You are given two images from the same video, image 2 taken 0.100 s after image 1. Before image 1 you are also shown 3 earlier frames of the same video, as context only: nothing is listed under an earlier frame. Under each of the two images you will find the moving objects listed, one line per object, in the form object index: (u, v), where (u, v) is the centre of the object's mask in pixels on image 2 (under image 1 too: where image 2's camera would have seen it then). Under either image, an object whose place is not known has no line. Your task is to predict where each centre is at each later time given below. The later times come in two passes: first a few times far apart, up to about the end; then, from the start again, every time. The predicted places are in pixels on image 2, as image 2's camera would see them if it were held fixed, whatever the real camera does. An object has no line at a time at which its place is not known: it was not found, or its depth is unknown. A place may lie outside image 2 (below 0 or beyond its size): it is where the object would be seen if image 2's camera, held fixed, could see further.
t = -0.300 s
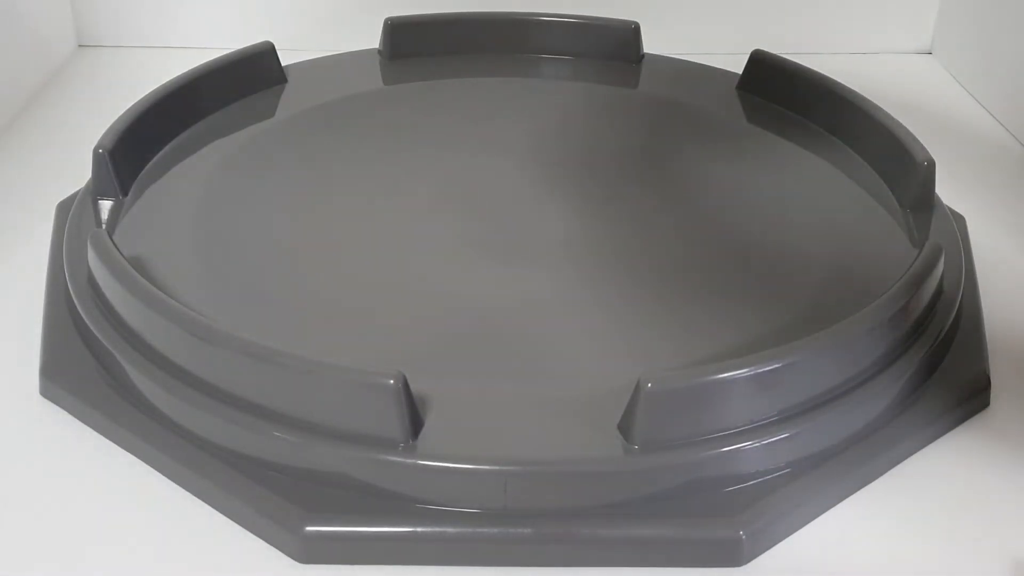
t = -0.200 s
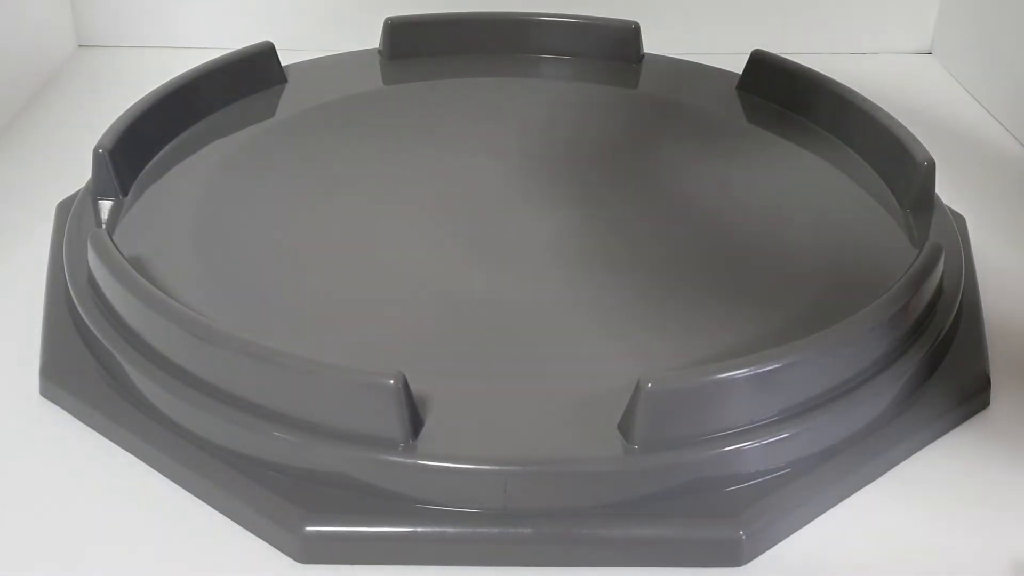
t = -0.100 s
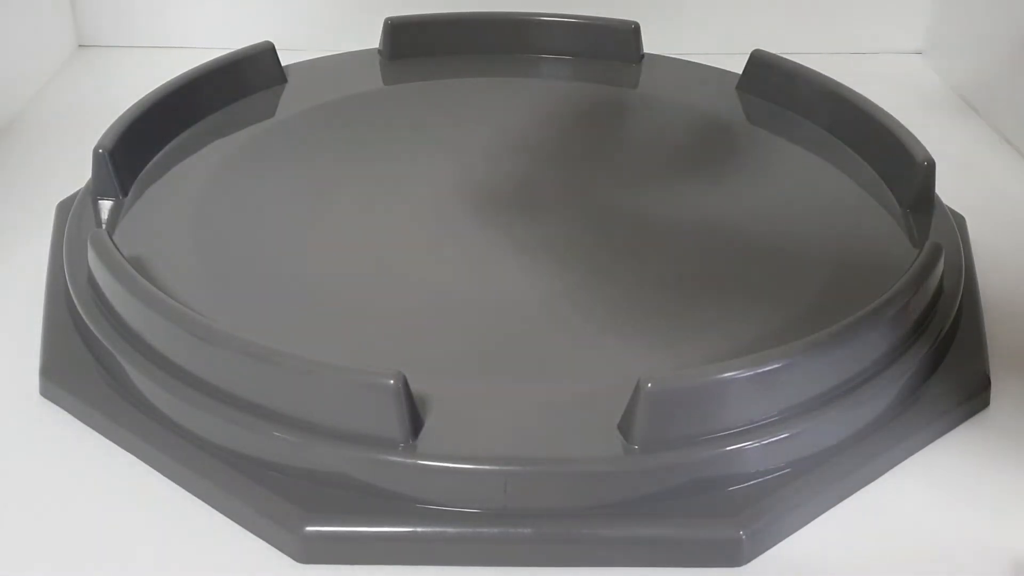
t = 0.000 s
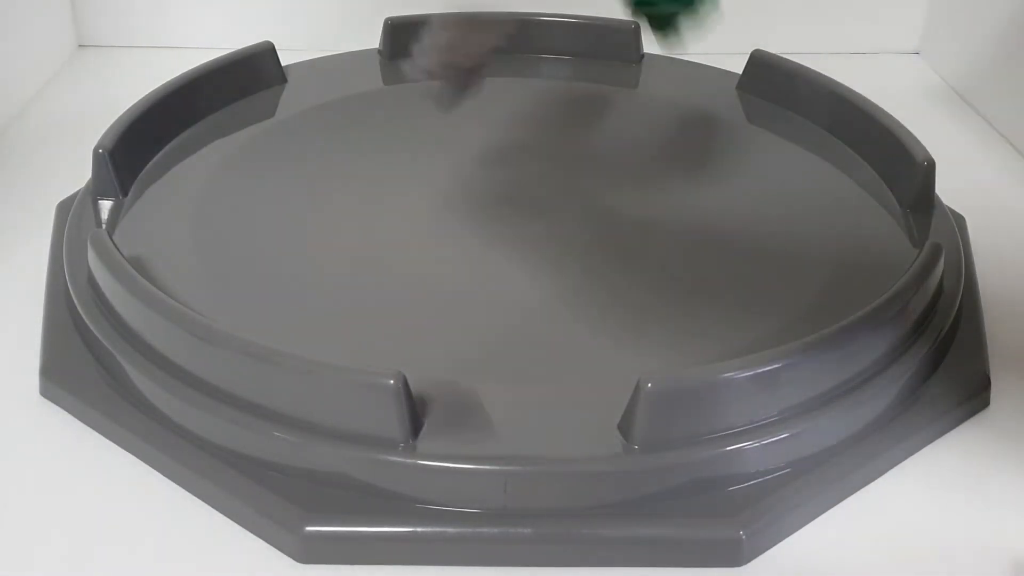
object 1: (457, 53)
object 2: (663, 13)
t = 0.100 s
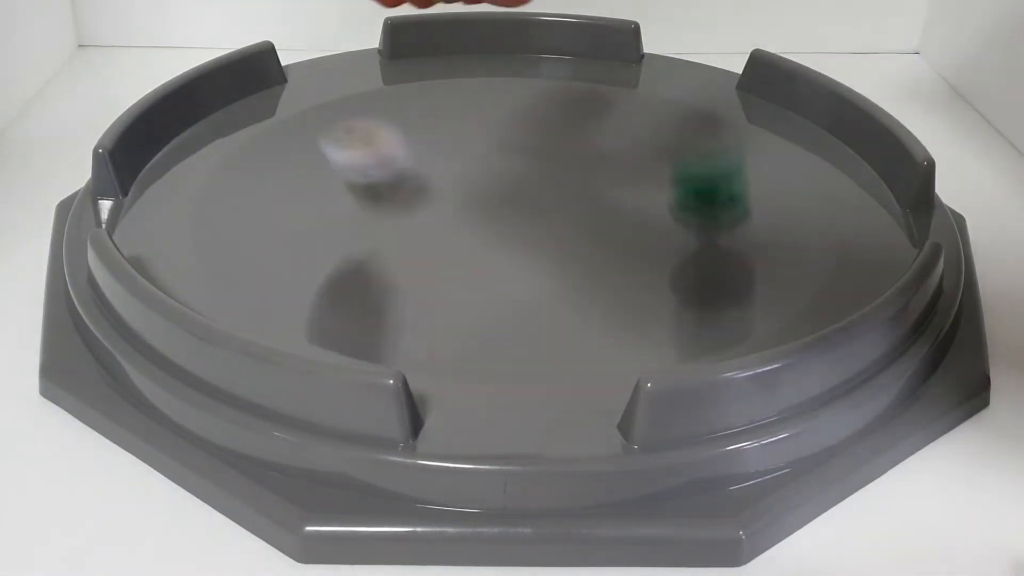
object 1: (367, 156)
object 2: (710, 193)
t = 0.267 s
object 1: (268, 152)
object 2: (705, 170)
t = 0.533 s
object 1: (294, 139)
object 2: (588, 142)
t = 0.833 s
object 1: (368, 123)
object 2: (435, 156)
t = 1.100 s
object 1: (415, 135)
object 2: (334, 200)
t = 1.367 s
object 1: (449, 151)
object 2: (340, 269)
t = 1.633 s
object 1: (488, 166)
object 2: (492, 303)
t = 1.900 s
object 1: (539, 187)
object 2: (634, 263)
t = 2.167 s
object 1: (570, 202)
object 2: (653, 196)
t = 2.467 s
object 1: (559, 215)
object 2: (596, 133)
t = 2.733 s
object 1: (554, 218)
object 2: (488, 117)
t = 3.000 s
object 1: (543, 218)
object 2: (395, 152)
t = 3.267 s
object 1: (525, 216)
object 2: (375, 215)
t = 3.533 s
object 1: (509, 207)
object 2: (438, 275)
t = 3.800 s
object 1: (499, 200)
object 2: (579, 300)
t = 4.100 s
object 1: (497, 197)
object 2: (694, 255)
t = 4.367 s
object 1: (498, 195)
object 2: (654, 199)
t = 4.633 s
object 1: (503, 197)
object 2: (557, 163)
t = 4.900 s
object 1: (509, 201)
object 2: (449, 149)
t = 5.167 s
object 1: (518, 204)
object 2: (352, 159)
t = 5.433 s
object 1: (522, 206)
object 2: (326, 206)
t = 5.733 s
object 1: (524, 206)
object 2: (433, 257)
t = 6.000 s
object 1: (521, 205)
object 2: (571, 261)
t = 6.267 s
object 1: (518, 203)
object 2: (669, 228)
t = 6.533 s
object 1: (513, 201)
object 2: (680, 182)
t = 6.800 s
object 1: (508, 201)
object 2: (595, 157)
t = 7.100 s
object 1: (507, 204)
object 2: (478, 163)
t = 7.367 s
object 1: (510, 205)
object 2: (394, 195)
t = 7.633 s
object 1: (511, 206)
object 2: (356, 236)
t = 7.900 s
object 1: (515, 206)
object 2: (417, 276)
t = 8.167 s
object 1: (520, 205)
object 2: (537, 270)
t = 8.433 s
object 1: (522, 202)
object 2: (603, 229)
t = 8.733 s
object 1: (519, 200)
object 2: (615, 179)
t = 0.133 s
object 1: (348, 128)
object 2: (713, 190)
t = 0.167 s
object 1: (324, 111)
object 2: (714, 163)
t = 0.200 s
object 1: (302, 111)
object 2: (713, 153)
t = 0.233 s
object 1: (284, 124)
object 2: (710, 156)
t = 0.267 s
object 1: (268, 152)
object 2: (705, 170)
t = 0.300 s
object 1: (263, 147)
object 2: (695, 160)
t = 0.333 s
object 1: (261, 139)
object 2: (685, 158)
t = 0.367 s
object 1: (263, 145)
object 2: (672, 155)
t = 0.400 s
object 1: (266, 147)
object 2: (657, 151)
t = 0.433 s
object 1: (273, 146)
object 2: (643, 149)
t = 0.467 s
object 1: (279, 144)
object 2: (625, 146)
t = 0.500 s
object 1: (286, 142)
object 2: (606, 144)
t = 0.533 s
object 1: (294, 139)
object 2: (588, 142)
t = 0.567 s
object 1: (301, 135)
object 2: (569, 141)
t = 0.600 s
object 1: (309, 132)
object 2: (551, 141)
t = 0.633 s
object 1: (316, 128)
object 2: (534, 142)
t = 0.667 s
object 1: (324, 127)
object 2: (516, 143)
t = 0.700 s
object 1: (333, 125)
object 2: (499, 144)
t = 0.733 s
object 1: (342, 124)
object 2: (482, 146)
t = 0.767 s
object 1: (351, 123)
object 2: (466, 149)
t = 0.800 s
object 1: (362, 124)
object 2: (449, 152)
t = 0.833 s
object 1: (368, 123)
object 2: (435, 156)
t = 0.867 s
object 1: (377, 122)
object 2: (418, 160)
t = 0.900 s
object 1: (385, 122)
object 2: (402, 166)
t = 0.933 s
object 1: (392, 124)
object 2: (389, 170)
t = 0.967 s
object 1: (396, 126)
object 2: (377, 174)
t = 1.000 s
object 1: (401, 131)
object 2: (362, 180)
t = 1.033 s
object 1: (405, 132)
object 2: (353, 186)
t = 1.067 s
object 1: (409, 133)
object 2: (343, 193)
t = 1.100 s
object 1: (415, 135)
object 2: (334, 200)
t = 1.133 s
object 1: (419, 137)
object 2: (328, 207)
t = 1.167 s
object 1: (424, 139)
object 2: (323, 216)
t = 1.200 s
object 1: (428, 141)
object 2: (320, 224)
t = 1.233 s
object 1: (432, 143)
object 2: (319, 233)
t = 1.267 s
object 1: (437, 145)
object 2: (320, 241)
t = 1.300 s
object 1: (441, 147)
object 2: (324, 251)
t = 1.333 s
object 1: (445, 148)
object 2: (330, 259)
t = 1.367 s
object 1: (449, 151)
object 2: (340, 269)
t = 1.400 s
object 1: (454, 153)
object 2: (351, 276)
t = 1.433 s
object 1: (458, 154)
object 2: (366, 284)
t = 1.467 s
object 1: (464, 157)
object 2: (384, 290)
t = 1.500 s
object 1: (468, 159)
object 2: (402, 296)
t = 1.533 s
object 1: (473, 160)
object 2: (424, 299)
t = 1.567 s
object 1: (478, 163)
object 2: (447, 302)
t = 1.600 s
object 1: (483, 165)
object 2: (468, 303)
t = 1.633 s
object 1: (488, 166)
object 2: (492, 303)
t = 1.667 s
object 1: (494, 169)
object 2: (515, 302)
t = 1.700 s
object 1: (501, 172)
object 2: (536, 299)
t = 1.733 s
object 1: (508, 173)
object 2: (556, 296)
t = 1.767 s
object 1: (514, 177)
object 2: (576, 291)
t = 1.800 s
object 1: (522, 180)
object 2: (594, 285)
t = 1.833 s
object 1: (528, 182)
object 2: (609, 278)
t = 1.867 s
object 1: (534, 185)
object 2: (623, 271)
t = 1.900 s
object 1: (539, 187)
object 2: (634, 263)
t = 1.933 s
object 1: (545, 190)
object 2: (642, 255)
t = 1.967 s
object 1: (550, 192)
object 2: (648, 246)
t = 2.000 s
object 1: (554, 194)
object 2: (653, 238)
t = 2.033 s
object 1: (557, 195)
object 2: (655, 230)
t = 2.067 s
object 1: (561, 198)
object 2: (657, 221)
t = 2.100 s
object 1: (565, 199)
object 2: (657, 212)
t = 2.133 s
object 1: (567, 201)
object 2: (655, 204)
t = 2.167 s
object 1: (570, 202)
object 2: (653, 196)
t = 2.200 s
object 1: (567, 204)
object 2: (653, 187)
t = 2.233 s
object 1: (564, 206)
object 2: (651, 179)
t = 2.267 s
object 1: (562, 208)
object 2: (648, 171)
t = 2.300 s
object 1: (561, 209)
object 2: (642, 164)
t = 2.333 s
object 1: (562, 211)
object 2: (636, 157)
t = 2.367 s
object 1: (561, 212)
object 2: (628, 150)
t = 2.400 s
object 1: (560, 213)
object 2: (618, 143)
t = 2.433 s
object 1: (559, 214)
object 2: (607, 138)
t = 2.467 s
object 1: (559, 215)
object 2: (596, 133)
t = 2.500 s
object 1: (559, 216)
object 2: (584, 128)
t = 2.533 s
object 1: (558, 217)
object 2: (572, 124)
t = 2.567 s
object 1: (558, 217)
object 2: (559, 121)
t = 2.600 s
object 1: (557, 217)
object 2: (545, 119)
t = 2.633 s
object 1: (556, 218)
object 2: (530, 117)
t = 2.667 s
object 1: (557, 219)
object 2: (517, 116)
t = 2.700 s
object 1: (556, 218)
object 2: (502, 116)
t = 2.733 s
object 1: (554, 218)
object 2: (488, 117)
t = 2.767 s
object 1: (552, 217)
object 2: (473, 119)
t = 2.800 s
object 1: (550, 217)
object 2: (459, 121)
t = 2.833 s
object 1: (550, 218)
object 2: (446, 125)
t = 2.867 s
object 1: (549, 219)
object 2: (434, 129)
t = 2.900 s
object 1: (548, 219)
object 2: (422, 134)
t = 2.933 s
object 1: (546, 218)
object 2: (411, 140)
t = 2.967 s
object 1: (545, 218)
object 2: (403, 146)
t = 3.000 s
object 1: (543, 218)
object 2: (395, 152)
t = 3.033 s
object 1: (542, 218)
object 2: (388, 160)
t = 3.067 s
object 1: (540, 219)
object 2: (383, 167)
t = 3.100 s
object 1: (538, 218)
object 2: (378, 175)
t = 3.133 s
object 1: (536, 218)
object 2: (375, 183)
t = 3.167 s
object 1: (533, 218)
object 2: (373, 191)
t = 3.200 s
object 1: (531, 217)
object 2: (372, 199)
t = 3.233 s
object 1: (528, 216)
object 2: (373, 207)
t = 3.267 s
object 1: (525, 216)
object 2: (375, 215)
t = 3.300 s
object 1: (523, 214)
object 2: (379, 223)
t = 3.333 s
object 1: (521, 214)
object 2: (384, 232)
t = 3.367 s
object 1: (518, 213)
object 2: (390, 239)
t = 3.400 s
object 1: (516, 212)
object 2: (398, 247)
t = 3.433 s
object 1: (514, 210)
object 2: (407, 255)
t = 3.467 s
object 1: (512, 208)
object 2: (417, 262)
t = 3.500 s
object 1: (510, 208)
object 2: (427, 268)
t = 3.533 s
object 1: (509, 207)
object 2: (438, 275)
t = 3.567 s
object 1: (507, 206)
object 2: (453, 281)
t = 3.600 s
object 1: (506, 205)
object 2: (468, 286)
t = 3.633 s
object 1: (504, 204)
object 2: (484, 291)
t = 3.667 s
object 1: (504, 204)
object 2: (503, 295)
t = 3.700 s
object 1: (502, 203)
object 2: (521, 297)
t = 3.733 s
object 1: (501, 202)
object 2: (539, 299)
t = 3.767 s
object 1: (502, 202)
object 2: (559, 300)
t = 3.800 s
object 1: (499, 200)
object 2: (579, 300)
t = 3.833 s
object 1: (500, 200)
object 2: (597, 299)
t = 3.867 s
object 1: (499, 199)
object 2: (613, 296)
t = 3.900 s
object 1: (498, 198)
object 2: (631, 293)
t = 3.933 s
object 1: (498, 198)
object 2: (647, 289)
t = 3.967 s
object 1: (498, 197)
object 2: (662, 284)
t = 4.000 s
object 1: (497, 197)
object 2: (673, 278)
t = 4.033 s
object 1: (497, 197)
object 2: (682, 271)
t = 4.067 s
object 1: (497, 197)
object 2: (690, 263)
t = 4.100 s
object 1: (497, 197)
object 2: (694, 255)
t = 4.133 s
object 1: (497, 197)
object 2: (695, 248)
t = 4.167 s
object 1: (497, 197)
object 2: (695, 240)
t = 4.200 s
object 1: (497, 196)
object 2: (692, 233)
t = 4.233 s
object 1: (498, 196)
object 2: (687, 225)
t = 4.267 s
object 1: (498, 196)
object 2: (681, 219)
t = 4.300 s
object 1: (498, 196)
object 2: (673, 212)
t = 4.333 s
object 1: (498, 196)
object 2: (664, 205)
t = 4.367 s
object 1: (498, 195)
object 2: (654, 199)
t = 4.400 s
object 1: (499, 195)
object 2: (644, 194)
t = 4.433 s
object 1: (499, 195)
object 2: (632, 188)
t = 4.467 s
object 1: (500, 195)
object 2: (620, 183)
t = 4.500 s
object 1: (501, 196)
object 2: (608, 178)
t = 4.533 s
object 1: (501, 195)
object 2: (595, 174)
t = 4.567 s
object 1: (501, 195)
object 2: (584, 170)
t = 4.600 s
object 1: (502, 195)
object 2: (570, 167)
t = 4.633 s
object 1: (503, 197)
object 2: (557, 163)
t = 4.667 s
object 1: (503, 198)
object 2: (544, 158)
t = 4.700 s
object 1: (505, 199)
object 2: (530, 154)
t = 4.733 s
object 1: (507, 200)
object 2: (515, 151)
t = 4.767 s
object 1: (506, 200)
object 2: (502, 149)
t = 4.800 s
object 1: (506, 201)
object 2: (489, 149)
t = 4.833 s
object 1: (507, 200)
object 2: (475, 150)
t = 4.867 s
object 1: (507, 201)
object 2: (463, 149)
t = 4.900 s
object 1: (509, 201)
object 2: (449, 149)
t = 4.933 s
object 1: (511, 202)
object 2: (435, 148)
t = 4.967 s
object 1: (511, 202)
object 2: (423, 148)
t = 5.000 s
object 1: (512, 203)
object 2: (410, 148)
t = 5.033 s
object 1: (513, 203)
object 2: (397, 149)
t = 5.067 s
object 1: (515, 203)
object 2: (385, 151)
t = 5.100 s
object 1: (516, 204)
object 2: (373, 153)
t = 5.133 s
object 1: (517, 204)
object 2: (362, 156)
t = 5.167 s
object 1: (518, 204)
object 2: (352, 159)
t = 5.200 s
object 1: (519, 204)
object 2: (342, 163)
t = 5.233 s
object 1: (520, 205)
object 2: (334, 168)
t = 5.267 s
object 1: (520, 205)
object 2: (328, 173)
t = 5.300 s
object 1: (521, 205)
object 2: (324, 179)
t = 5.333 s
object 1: (521, 206)
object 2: (322, 186)
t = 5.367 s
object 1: (522, 206)
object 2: (321, 192)
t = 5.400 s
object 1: (522, 206)
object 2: (323, 199)
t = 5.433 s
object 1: (522, 206)
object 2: (326, 206)
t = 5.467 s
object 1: (523, 207)
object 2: (332, 213)
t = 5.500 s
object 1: (524, 207)
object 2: (341, 220)
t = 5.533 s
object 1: (524, 207)
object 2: (350, 227)
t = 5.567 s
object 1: (524, 207)
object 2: (361, 233)
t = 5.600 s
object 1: (524, 207)
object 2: (374, 238)
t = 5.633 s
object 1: (524, 207)
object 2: (387, 244)
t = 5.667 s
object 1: (524, 206)
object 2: (400, 248)
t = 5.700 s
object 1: (524, 207)
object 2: (416, 253)
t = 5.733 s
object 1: (524, 206)
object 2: (433, 257)
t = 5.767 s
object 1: (524, 206)
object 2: (451, 260)
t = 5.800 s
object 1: (523, 206)
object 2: (469, 263)
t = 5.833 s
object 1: (523, 206)
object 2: (487, 264)
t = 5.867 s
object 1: (523, 205)
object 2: (503, 265)
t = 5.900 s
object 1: (522, 205)
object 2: (520, 265)
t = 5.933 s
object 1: (524, 206)
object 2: (537, 264)
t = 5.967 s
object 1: (521, 205)
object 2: (553, 263)
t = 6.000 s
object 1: (521, 205)
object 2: (571, 261)
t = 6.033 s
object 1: (520, 205)
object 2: (586, 258)
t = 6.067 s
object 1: (520, 204)
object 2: (600, 255)
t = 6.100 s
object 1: (520, 204)
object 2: (614, 253)
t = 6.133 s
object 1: (520, 204)
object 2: (627, 248)
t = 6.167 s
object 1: (519, 204)
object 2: (638, 244)
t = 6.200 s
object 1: (519, 203)
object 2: (650, 239)
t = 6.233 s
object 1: (519, 203)
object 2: (660, 234)
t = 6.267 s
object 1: (518, 203)
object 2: (669, 228)
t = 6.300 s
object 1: (517, 203)
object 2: (676, 223)
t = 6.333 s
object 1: (517, 202)
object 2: (682, 217)
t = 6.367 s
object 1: (516, 202)
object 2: (686, 211)
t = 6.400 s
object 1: (516, 202)
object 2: (688, 206)
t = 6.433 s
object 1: (515, 202)
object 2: (689, 199)
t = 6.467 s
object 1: (514, 202)
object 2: (688, 193)
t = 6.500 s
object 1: (513, 201)
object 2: (685, 188)
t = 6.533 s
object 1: (513, 201)
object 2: (680, 182)
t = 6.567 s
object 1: (512, 201)
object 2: (674, 177)
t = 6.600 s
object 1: (511, 201)
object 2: (666, 172)
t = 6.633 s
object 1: (511, 201)
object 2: (656, 168)
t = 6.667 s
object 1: (510, 201)
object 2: (646, 165)
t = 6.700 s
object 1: (510, 201)
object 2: (634, 162)
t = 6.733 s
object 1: (509, 201)
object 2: (621, 160)
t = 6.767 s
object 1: (509, 201)
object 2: (608, 158)
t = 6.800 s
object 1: (508, 201)
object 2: (595, 157)
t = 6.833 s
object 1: (507, 202)
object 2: (582, 157)
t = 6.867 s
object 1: (508, 202)
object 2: (570, 157)
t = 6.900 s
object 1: (509, 203)
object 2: (557, 157)
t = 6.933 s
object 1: (509, 204)
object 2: (544, 156)
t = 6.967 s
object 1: (509, 205)
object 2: (531, 156)
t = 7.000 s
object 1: (509, 205)
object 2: (518, 157)
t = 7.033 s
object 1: (508, 205)
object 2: (504, 159)
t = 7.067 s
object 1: (507, 204)
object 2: (491, 161)
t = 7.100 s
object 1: (507, 204)
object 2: (478, 163)
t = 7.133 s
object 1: (508, 204)
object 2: (465, 168)
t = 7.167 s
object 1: (508, 204)
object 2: (454, 173)
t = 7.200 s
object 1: (509, 204)
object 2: (444, 176)
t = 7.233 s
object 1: (509, 204)
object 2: (434, 180)
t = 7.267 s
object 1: (509, 205)
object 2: (424, 183)
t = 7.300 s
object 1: (509, 205)
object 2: (414, 187)
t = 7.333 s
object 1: (509, 205)
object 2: (403, 191)
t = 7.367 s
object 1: (510, 205)
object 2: (394, 195)
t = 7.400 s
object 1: (509, 205)
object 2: (385, 199)
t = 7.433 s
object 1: (509, 205)
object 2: (376, 204)
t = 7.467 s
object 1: (510, 205)
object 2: (370, 208)
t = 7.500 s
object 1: (510, 205)
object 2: (364, 213)
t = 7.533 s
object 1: (510, 206)
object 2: (361, 219)
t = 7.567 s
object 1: (510, 206)
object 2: (358, 224)
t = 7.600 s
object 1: (510, 206)
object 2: (357, 230)
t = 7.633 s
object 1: (511, 206)
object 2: (356, 236)
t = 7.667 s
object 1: (512, 206)
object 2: (357, 242)
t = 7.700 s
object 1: (512, 206)
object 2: (360, 248)
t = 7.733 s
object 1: (512, 206)
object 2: (365, 254)
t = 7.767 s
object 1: (513, 206)
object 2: (372, 259)
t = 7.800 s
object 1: (513, 206)
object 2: (381, 264)
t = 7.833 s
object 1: (514, 206)
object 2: (392, 269)
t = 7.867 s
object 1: (514, 206)
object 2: (403, 272)
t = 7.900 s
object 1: (515, 206)
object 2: (417, 276)
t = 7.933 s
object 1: (516, 206)
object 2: (432, 278)
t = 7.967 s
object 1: (516, 206)
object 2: (447, 279)
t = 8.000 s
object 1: (517, 206)
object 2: (463, 280)
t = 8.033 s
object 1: (518, 206)
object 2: (479, 280)
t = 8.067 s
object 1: (519, 205)
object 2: (494, 278)
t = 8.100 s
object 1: (519, 205)
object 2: (510, 275)
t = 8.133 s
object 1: (520, 205)
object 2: (523, 273)
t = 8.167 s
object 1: (520, 205)
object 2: (537, 270)
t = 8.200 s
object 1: (521, 204)
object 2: (549, 267)
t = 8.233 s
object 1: (521, 204)
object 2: (561, 262)
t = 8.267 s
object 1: (521, 204)
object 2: (571, 257)
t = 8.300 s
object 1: (522, 203)
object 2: (578, 253)
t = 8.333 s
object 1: (522, 203)
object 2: (586, 247)
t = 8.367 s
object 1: (523, 203)
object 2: (592, 241)
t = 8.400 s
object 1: (522, 202)
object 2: (598, 236)
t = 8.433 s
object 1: (522, 202)
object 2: (603, 229)
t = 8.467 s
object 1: (522, 202)
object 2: (607, 224)
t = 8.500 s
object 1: (523, 202)
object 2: (611, 218)
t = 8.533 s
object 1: (523, 202)
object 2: (614, 212)
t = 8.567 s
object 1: (522, 201)
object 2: (616, 206)
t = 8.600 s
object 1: (522, 200)
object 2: (617, 201)
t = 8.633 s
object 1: (521, 200)
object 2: (618, 195)
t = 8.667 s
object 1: (521, 200)
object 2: (618, 189)
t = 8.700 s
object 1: (520, 200)
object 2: (617, 184)
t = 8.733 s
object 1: (519, 200)
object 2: (615, 179)
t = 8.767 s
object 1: (518, 200)
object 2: (613, 174)
